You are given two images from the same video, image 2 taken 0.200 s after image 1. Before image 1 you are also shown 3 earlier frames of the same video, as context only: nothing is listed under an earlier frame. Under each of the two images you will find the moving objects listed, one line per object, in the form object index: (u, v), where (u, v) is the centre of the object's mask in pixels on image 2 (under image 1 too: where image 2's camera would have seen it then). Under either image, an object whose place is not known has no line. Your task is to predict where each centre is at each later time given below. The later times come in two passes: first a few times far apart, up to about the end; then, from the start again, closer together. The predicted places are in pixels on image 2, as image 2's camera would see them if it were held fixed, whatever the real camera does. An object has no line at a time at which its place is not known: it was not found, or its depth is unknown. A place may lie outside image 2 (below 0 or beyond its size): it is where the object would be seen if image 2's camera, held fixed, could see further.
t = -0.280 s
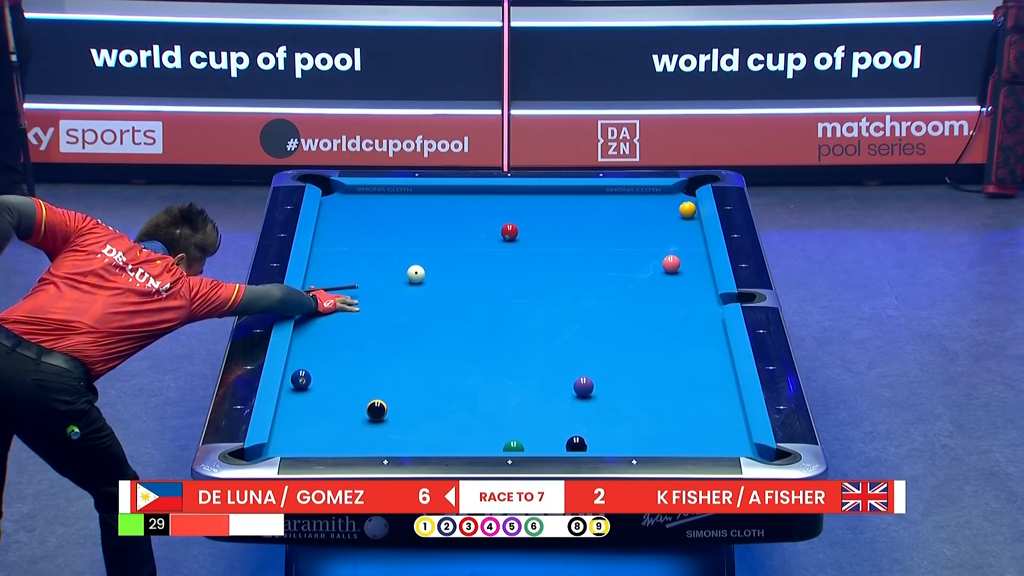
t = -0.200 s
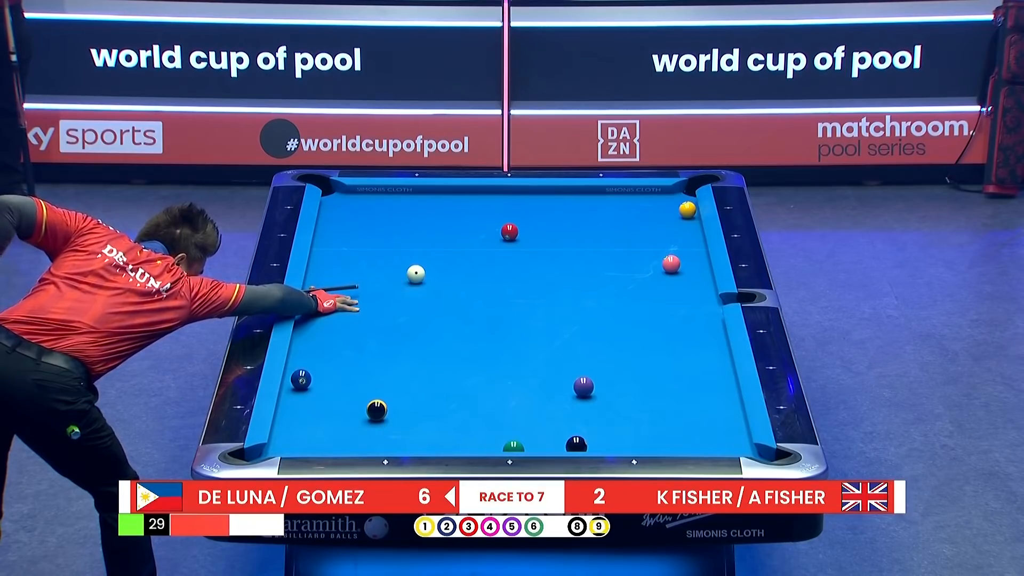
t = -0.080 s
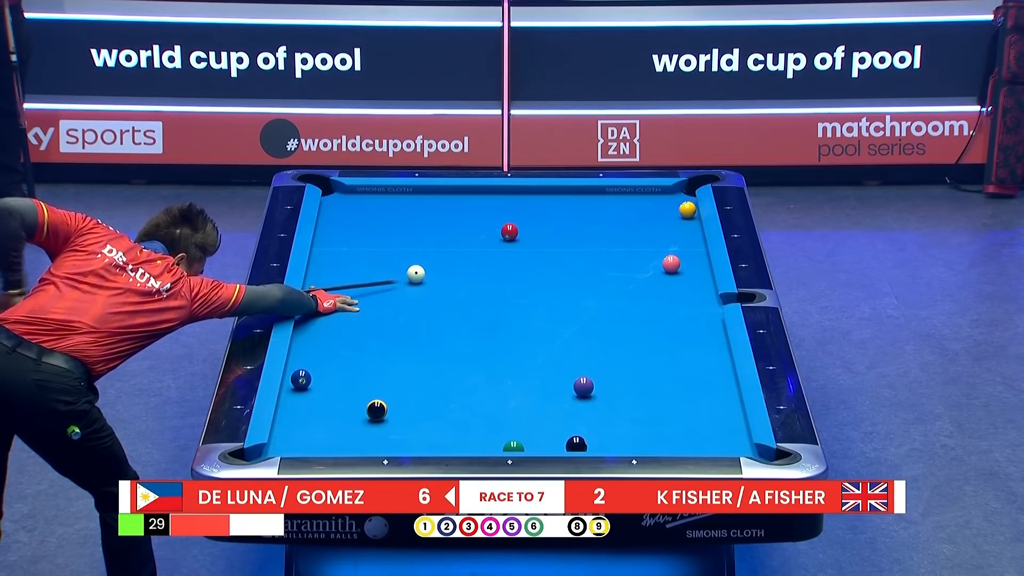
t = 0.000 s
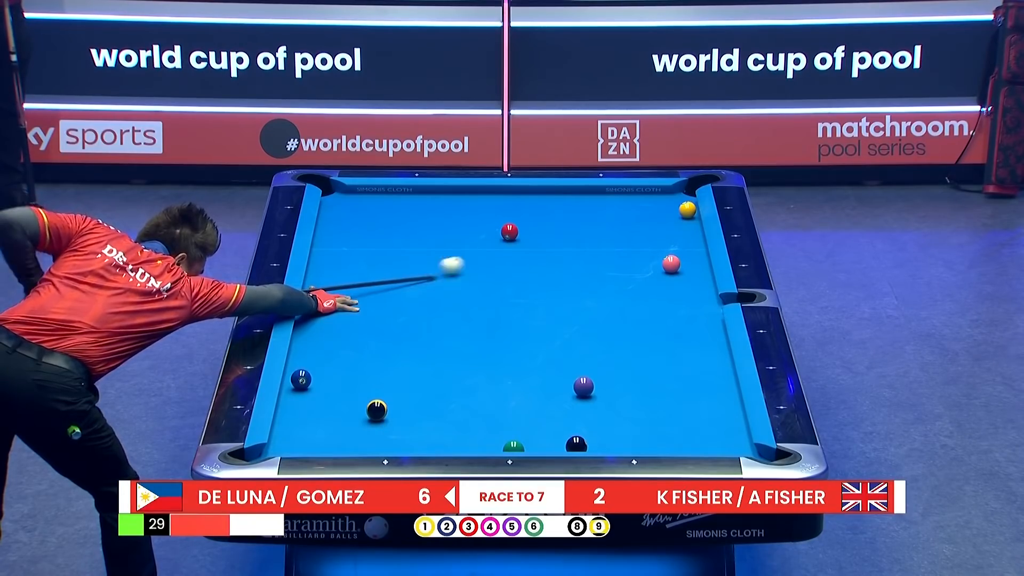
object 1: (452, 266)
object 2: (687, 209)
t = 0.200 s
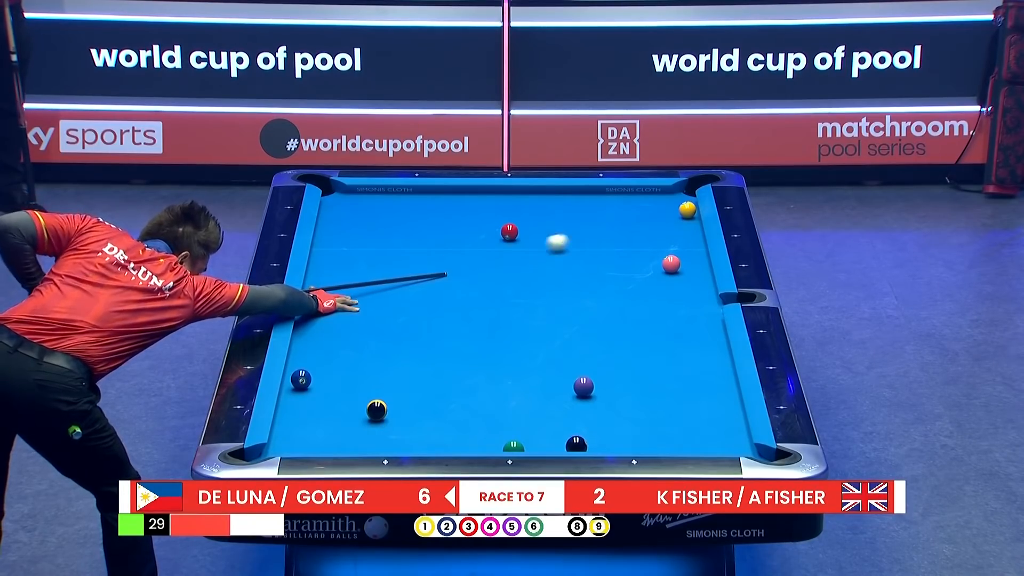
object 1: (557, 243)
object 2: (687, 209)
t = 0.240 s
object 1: (575, 239)
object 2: (687, 209)
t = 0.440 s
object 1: (651, 222)
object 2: (687, 209)
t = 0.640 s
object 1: (683, 216)
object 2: (688, 204)
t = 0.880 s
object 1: (648, 220)
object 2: (687, 197)
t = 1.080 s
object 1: (622, 223)
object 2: (685, 190)
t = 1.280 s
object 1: (597, 226)
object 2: (689, 187)
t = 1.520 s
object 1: (567, 229)
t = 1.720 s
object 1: (543, 232)
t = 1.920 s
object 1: (524, 235)
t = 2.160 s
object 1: (516, 239)
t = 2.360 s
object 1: (509, 241)
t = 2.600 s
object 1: (502, 244)
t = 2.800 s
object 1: (497, 247)
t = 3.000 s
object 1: (492, 249)
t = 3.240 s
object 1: (486, 251)
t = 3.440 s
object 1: (482, 253)
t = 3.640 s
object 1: (478, 254)
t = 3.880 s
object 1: (475, 256)
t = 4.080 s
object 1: (472, 257)
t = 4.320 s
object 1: (470, 257)
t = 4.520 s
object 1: (468, 257)
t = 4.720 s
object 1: (468, 258)
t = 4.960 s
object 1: (468, 258)
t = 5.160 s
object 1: (468, 258)
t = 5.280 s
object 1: (472, 256)
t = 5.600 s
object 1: (468, 258)
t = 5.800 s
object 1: (468, 258)
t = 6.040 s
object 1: (468, 258)
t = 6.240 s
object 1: (468, 258)
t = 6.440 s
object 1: (468, 258)
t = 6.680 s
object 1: (468, 258)
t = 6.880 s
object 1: (468, 258)
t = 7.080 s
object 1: (468, 258)
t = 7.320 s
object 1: (468, 258)
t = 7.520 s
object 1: (468, 258)
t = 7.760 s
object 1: (468, 258)
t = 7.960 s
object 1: (468, 258)
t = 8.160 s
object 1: (468, 258)
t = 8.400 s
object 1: (468, 258)
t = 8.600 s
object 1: (468, 258)
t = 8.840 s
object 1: (468, 258)
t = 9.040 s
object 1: (468, 258)
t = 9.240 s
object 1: (468, 258)
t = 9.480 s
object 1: (468, 258)
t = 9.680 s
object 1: (468, 258)
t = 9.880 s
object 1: (468, 258)
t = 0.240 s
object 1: (575, 239)
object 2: (687, 209)
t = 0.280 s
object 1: (592, 235)
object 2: (687, 209)
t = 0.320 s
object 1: (608, 232)
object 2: (687, 209)
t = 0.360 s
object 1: (623, 228)
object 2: (687, 209)
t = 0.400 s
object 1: (638, 225)
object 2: (687, 209)
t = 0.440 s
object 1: (651, 222)
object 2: (687, 209)
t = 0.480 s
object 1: (663, 220)
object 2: (687, 209)
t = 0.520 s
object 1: (674, 217)
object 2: (688, 209)
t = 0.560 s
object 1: (684, 215)
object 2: (689, 206)
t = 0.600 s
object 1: (691, 215)
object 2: (686, 204)
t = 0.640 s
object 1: (683, 216)
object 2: (688, 204)
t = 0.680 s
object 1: (676, 217)
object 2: (687, 204)
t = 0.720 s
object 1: (670, 218)
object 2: (687, 203)
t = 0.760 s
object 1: (664, 218)
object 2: (687, 201)
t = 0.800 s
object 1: (659, 219)
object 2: (687, 200)
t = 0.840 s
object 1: (654, 219)
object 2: (687, 198)
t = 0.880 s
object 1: (648, 220)
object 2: (687, 197)
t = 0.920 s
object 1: (643, 220)
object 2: (687, 195)
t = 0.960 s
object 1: (638, 221)
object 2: (687, 194)
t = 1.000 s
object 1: (632, 222)
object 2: (686, 193)
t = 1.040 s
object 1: (627, 223)
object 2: (686, 192)
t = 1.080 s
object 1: (622, 223)
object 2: (685, 190)
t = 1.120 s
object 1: (617, 224)
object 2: (685, 189)
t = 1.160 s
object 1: (612, 224)
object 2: (684, 188)
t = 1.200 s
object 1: (607, 225)
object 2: (684, 187)
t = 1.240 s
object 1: (601, 225)
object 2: (686, 187)
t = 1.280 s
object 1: (597, 226)
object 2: (689, 187)
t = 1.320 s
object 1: (592, 226)
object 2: (691, 187)
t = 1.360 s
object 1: (587, 227)
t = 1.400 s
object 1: (582, 227)
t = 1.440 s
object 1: (577, 228)
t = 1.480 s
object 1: (572, 229)
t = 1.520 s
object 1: (567, 229)
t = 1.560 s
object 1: (562, 230)
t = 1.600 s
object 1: (558, 230)
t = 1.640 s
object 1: (553, 231)
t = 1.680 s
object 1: (548, 231)
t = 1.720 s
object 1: (543, 232)
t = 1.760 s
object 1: (539, 233)
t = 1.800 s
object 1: (534, 233)
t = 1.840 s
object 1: (529, 233)
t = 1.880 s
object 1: (526, 234)
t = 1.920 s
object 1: (524, 235)
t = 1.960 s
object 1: (523, 235)
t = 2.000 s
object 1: (522, 236)
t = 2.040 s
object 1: (520, 237)
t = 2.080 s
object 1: (519, 237)
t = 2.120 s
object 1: (517, 238)
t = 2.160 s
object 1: (516, 239)
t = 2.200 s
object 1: (514, 239)
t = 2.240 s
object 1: (513, 240)
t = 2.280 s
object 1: (512, 240)
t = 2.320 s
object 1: (511, 241)
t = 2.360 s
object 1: (509, 241)
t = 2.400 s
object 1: (508, 242)
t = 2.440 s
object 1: (507, 242)
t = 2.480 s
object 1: (506, 243)
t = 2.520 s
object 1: (504, 243)
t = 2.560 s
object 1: (503, 244)
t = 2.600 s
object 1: (502, 244)
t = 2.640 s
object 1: (501, 245)
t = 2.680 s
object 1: (500, 245)
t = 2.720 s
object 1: (499, 246)
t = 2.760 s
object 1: (498, 246)
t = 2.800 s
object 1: (497, 247)
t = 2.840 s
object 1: (495, 247)
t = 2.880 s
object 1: (495, 248)
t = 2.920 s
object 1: (494, 248)
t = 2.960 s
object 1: (493, 248)
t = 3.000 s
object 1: (492, 249)
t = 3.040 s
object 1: (491, 249)
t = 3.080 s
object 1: (490, 250)
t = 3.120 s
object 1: (489, 250)
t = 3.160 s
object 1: (488, 250)
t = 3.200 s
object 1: (487, 251)
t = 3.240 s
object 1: (486, 251)
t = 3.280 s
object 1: (485, 251)
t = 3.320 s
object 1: (484, 252)
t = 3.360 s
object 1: (484, 252)
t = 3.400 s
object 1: (483, 252)
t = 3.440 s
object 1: (482, 253)
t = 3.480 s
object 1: (481, 253)
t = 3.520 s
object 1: (481, 253)
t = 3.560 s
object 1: (480, 254)
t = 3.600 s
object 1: (479, 254)
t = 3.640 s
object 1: (478, 254)
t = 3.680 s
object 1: (478, 255)
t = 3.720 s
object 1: (477, 255)
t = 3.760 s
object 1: (477, 255)
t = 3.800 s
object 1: (476, 255)
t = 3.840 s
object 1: (475, 255)
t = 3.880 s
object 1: (475, 256)
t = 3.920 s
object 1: (474, 256)
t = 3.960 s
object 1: (474, 256)
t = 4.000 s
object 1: (473, 256)
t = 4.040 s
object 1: (473, 256)
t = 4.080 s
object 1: (472, 257)
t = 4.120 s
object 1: (472, 257)
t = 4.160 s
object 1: (471, 257)
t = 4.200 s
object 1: (471, 257)
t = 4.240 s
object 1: (470, 257)
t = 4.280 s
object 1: (470, 257)
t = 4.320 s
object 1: (470, 257)
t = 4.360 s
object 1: (469, 257)
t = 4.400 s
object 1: (469, 257)
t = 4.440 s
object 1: (469, 257)
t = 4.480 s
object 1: (469, 257)
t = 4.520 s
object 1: (468, 257)
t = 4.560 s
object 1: (468, 258)
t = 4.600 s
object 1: (468, 258)
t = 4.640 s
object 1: (468, 258)
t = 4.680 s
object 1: (468, 258)
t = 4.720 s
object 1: (468, 258)
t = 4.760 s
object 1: (468, 258)
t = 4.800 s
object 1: (468, 258)
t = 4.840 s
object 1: (468, 258)
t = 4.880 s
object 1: (468, 258)
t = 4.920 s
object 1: (468, 258)
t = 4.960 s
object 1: (468, 258)
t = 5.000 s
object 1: (468, 258)
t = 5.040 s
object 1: (468, 258)
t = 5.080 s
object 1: (468, 258)
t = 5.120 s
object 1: (468, 258)
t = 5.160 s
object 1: (468, 258)
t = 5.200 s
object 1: (468, 258)
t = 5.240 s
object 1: (468, 258)
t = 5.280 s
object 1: (472, 256)
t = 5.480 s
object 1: (467, 257)
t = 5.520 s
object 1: (468, 258)
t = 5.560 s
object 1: (468, 258)
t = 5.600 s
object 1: (468, 258)
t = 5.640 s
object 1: (468, 258)
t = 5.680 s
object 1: (468, 258)
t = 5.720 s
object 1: (468, 258)
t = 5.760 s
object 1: (468, 258)
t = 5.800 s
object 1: (468, 258)
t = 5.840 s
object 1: (468, 258)
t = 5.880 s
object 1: (468, 258)
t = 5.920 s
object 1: (468, 258)
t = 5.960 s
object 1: (468, 258)
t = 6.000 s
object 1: (468, 258)
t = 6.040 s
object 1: (468, 258)
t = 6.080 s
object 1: (468, 258)
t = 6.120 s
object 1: (468, 258)
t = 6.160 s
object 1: (468, 258)
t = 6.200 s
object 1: (469, 258)
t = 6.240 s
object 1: (468, 258)
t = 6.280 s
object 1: (468, 258)
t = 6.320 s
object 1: (468, 258)
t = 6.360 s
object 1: (468, 258)
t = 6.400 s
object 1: (468, 258)
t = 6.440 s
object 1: (468, 258)
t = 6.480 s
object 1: (468, 258)
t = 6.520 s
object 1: (468, 258)
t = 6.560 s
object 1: (468, 258)
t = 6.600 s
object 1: (468, 258)
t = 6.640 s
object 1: (468, 258)
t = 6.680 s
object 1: (468, 258)
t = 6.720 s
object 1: (468, 258)
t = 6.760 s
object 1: (468, 258)
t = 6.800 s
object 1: (468, 258)
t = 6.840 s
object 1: (468, 258)
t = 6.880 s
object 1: (468, 258)
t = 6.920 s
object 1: (468, 258)
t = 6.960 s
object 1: (468, 258)
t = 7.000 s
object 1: (468, 258)
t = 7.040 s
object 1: (468, 258)
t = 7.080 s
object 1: (468, 258)
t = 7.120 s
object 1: (468, 258)
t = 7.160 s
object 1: (468, 258)
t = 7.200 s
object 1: (468, 258)
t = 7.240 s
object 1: (468, 258)
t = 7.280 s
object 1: (468, 258)
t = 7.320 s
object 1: (468, 258)
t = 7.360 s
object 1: (468, 258)
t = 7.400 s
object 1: (468, 258)
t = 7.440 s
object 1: (468, 258)
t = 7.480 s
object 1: (468, 258)
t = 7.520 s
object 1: (468, 258)
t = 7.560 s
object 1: (468, 258)
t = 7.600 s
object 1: (468, 258)
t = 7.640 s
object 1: (468, 258)
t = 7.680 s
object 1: (468, 258)
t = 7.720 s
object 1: (468, 258)
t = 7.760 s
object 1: (468, 258)
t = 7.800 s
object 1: (468, 258)
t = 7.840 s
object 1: (468, 258)
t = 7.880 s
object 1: (468, 258)
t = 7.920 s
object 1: (468, 258)
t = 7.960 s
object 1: (468, 258)
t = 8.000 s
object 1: (468, 258)
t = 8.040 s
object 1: (468, 258)
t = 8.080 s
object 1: (468, 258)
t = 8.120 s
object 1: (468, 258)
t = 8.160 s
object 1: (468, 258)
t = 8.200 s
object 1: (468, 258)
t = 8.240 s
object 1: (468, 258)
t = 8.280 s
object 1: (468, 258)
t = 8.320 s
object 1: (468, 258)
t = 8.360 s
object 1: (468, 258)
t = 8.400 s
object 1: (468, 258)
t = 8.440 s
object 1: (468, 258)
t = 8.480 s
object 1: (468, 258)
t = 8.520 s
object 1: (468, 258)
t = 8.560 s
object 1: (468, 258)
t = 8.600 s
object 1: (468, 258)
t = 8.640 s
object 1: (468, 258)
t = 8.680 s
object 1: (468, 258)
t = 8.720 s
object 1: (468, 258)
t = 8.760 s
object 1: (468, 258)
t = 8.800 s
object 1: (468, 258)
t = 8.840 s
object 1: (468, 258)
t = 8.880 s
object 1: (468, 258)
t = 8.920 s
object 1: (468, 258)
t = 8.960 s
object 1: (468, 258)
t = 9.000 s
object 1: (468, 258)
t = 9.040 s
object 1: (468, 258)
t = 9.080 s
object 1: (468, 258)
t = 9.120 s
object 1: (468, 258)
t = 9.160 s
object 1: (468, 258)
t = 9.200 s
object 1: (468, 258)
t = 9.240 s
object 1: (468, 258)
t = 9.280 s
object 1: (468, 258)
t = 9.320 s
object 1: (468, 258)
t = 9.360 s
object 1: (468, 258)
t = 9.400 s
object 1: (468, 258)
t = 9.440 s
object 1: (468, 258)
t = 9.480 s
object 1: (468, 258)
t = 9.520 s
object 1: (468, 258)
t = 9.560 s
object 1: (468, 258)
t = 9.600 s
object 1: (468, 258)
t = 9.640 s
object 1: (468, 258)
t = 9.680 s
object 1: (468, 258)
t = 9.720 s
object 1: (468, 258)
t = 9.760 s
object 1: (468, 258)
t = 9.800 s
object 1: (468, 258)
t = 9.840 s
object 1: (468, 258)
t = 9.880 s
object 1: (468, 258)
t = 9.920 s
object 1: (468, 258)
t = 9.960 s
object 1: (468, 258)
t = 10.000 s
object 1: (468, 258)
